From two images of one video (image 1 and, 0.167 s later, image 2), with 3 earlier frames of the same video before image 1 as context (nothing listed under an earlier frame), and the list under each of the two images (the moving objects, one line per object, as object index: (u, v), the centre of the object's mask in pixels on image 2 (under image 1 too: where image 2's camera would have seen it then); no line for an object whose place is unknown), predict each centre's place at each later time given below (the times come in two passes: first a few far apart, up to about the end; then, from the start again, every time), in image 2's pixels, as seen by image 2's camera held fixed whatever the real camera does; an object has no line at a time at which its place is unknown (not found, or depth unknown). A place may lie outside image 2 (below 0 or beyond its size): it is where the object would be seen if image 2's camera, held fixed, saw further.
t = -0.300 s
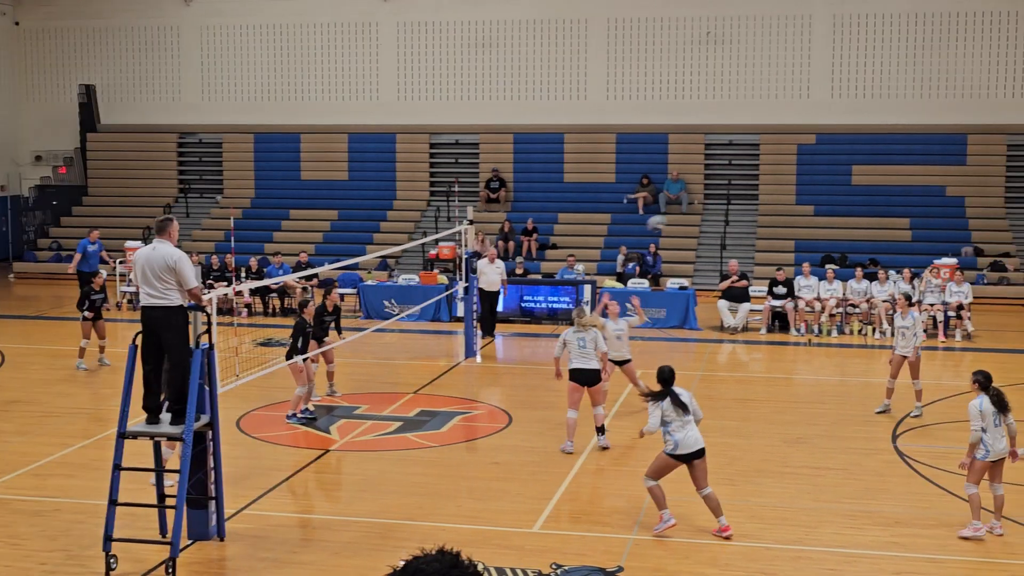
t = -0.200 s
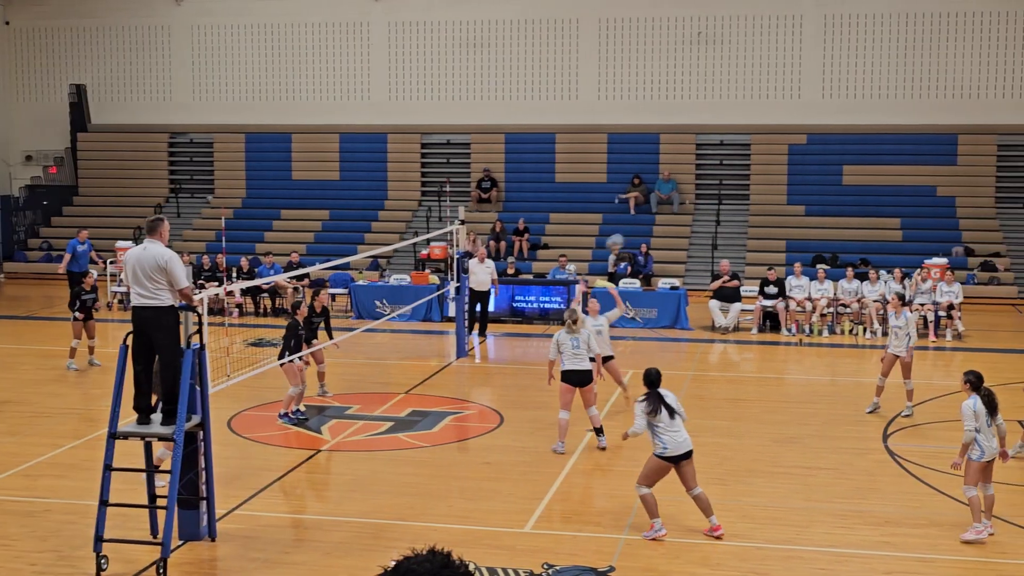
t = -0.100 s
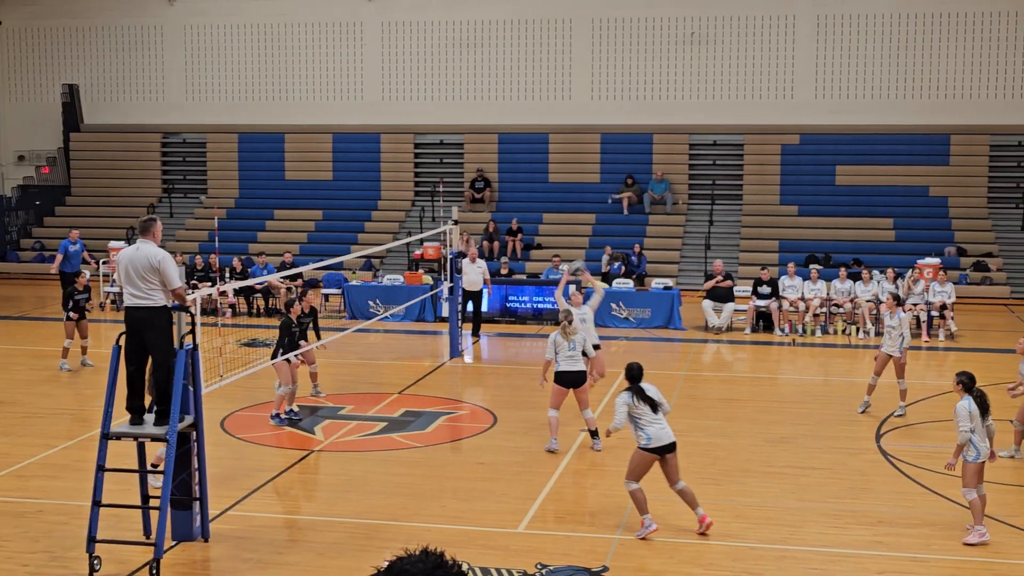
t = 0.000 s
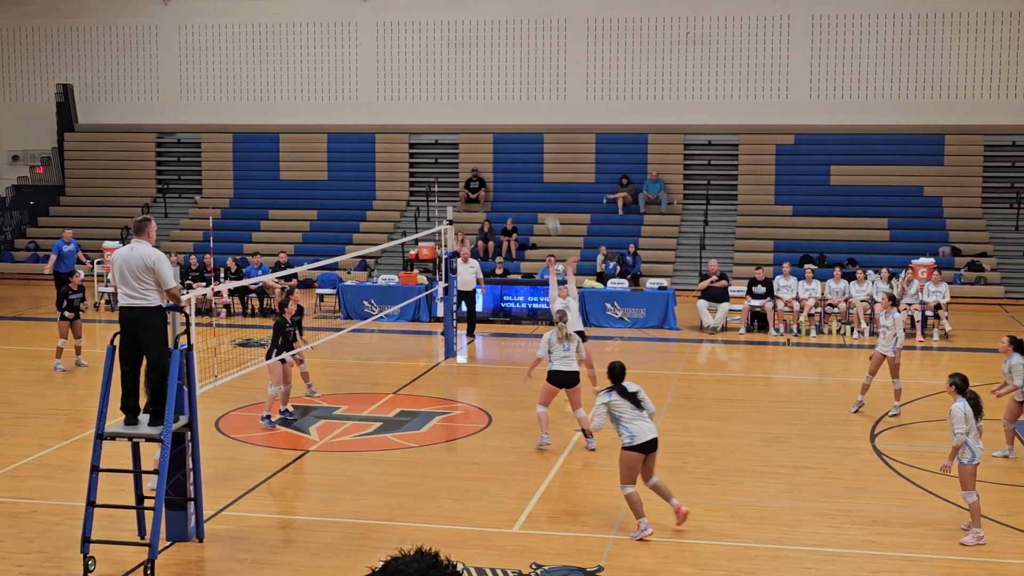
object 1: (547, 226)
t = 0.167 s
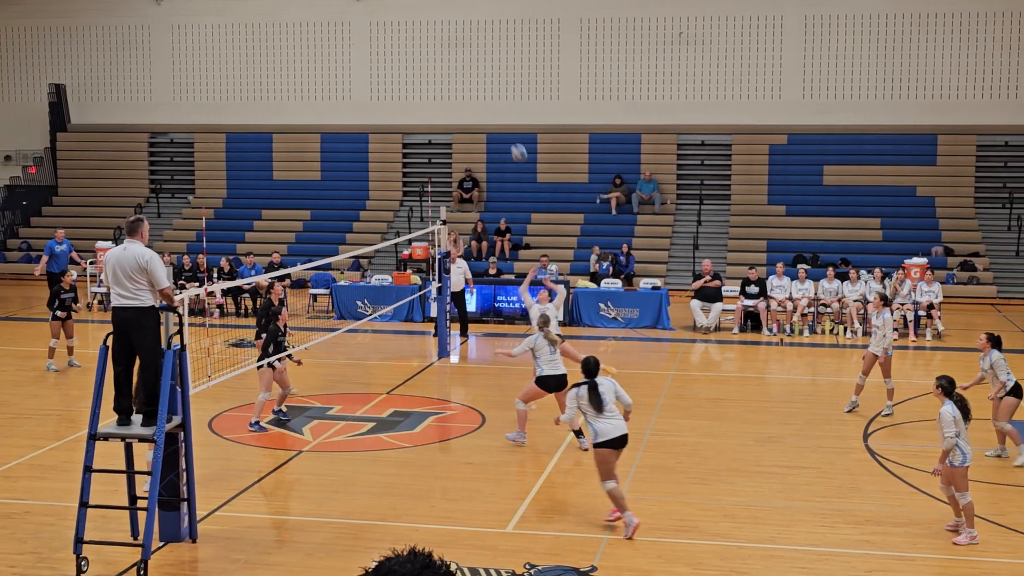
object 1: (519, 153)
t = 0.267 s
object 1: (502, 120)
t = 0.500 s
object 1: (466, 71)
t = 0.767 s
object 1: (427, 64)
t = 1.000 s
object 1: (396, 97)
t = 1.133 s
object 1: (379, 130)
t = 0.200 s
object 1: (513, 141)
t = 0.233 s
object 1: (508, 130)
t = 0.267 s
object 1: (502, 120)
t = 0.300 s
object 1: (497, 110)
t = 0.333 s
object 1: (492, 101)
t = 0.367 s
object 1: (486, 94)
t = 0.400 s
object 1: (481, 87)
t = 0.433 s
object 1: (476, 81)
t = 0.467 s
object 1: (471, 75)
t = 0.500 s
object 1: (466, 71)
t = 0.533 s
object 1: (461, 68)
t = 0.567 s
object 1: (456, 65)
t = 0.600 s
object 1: (451, 63)
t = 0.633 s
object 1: (447, 61)
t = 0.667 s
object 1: (441, 61)
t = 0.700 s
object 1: (437, 62)
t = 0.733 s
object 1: (432, 62)
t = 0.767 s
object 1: (427, 64)
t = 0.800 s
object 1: (423, 67)
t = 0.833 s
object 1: (418, 70)
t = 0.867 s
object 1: (413, 74)
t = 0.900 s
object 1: (409, 79)
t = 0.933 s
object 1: (405, 84)
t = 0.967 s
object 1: (400, 91)
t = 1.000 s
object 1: (396, 97)
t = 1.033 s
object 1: (392, 105)
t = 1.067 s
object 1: (387, 113)
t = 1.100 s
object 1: (383, 120)
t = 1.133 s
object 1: (379, 130)
